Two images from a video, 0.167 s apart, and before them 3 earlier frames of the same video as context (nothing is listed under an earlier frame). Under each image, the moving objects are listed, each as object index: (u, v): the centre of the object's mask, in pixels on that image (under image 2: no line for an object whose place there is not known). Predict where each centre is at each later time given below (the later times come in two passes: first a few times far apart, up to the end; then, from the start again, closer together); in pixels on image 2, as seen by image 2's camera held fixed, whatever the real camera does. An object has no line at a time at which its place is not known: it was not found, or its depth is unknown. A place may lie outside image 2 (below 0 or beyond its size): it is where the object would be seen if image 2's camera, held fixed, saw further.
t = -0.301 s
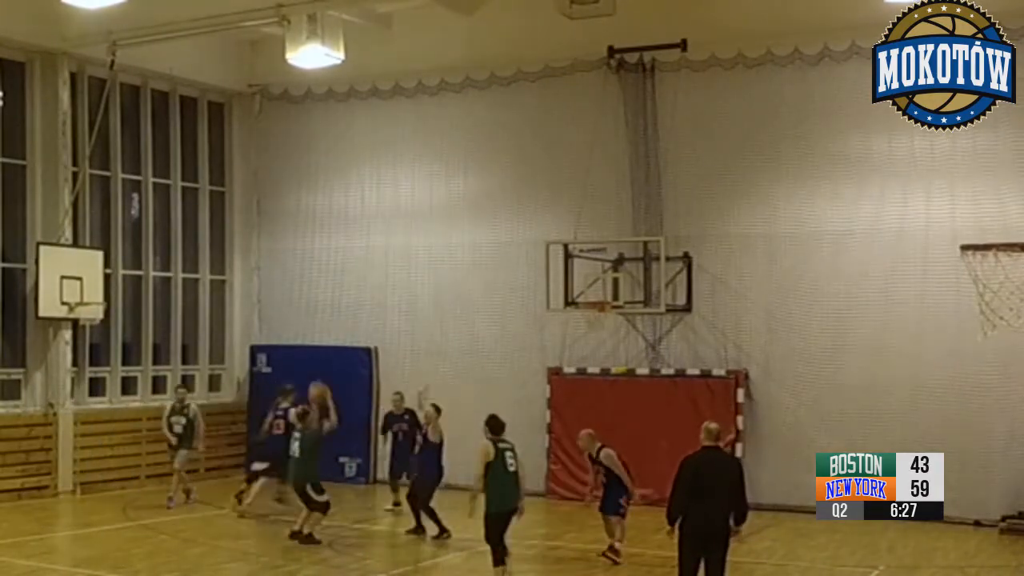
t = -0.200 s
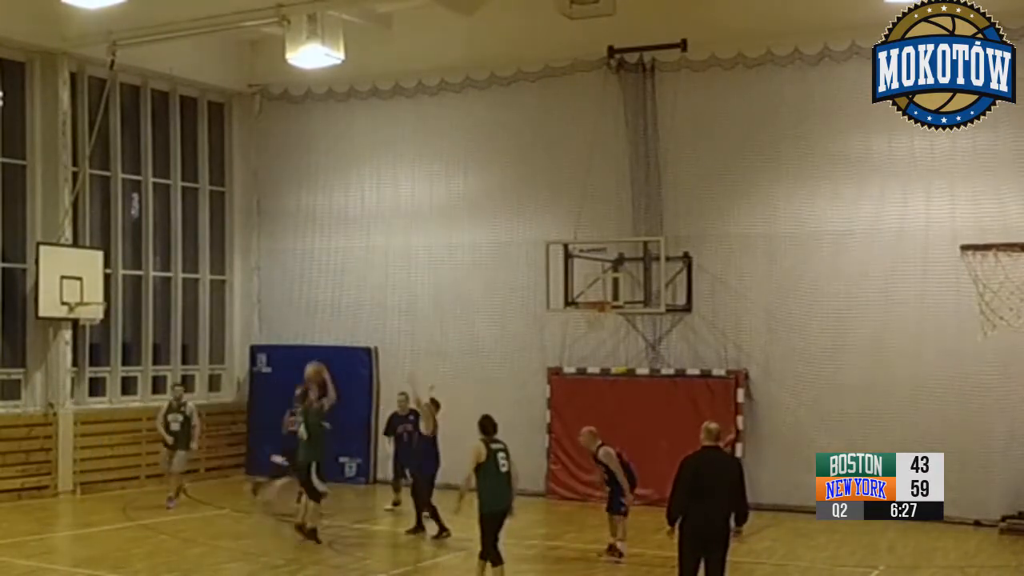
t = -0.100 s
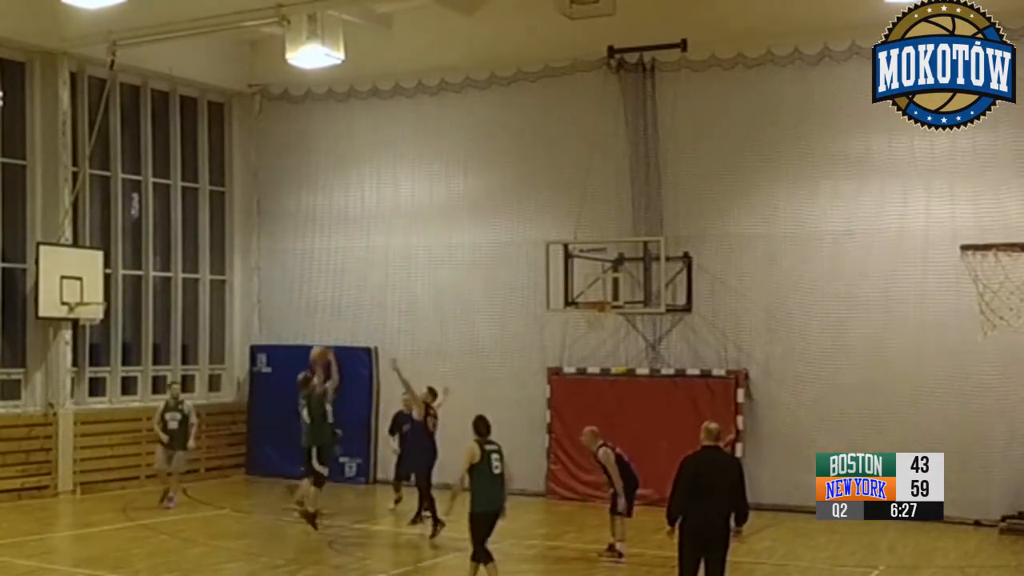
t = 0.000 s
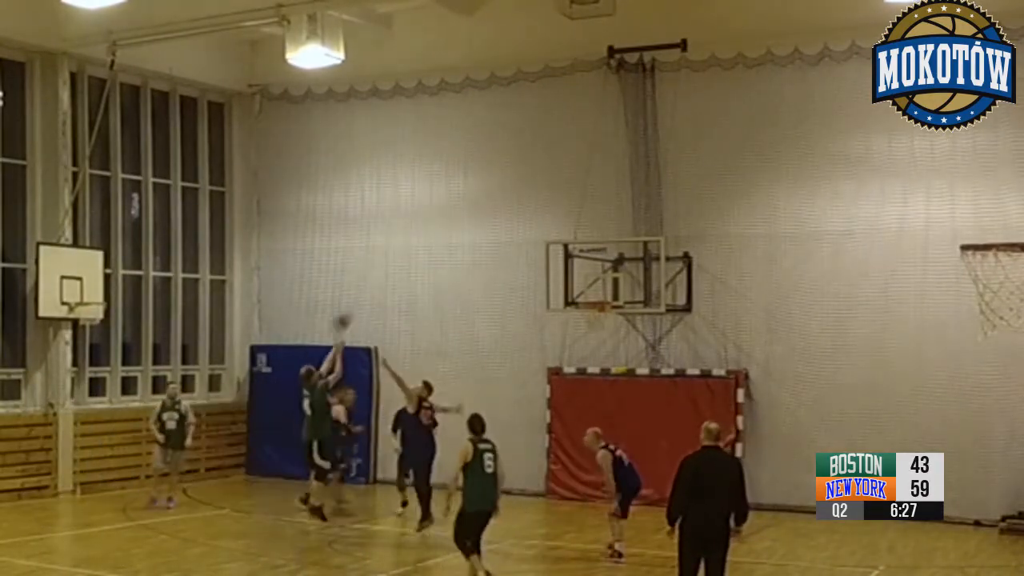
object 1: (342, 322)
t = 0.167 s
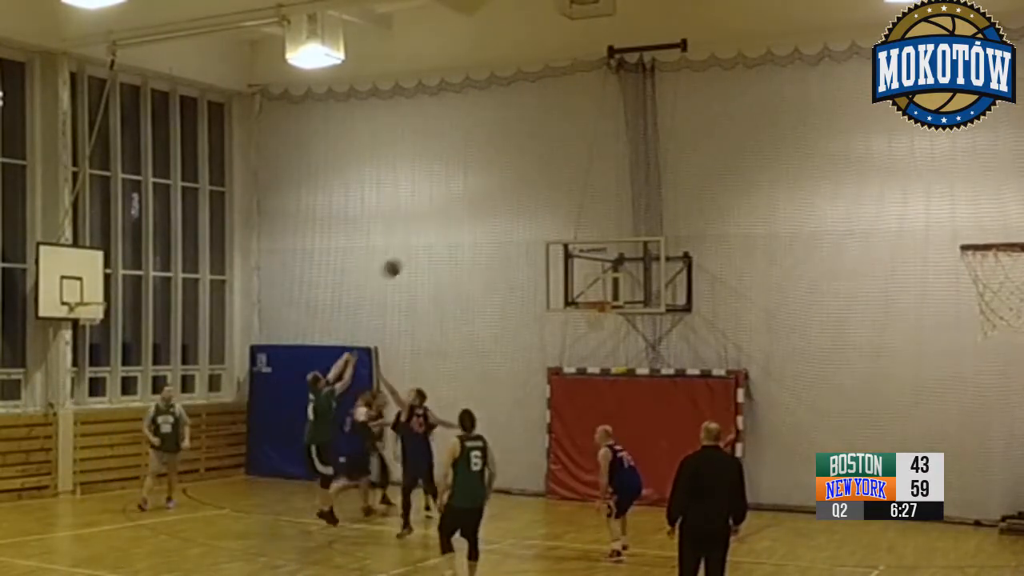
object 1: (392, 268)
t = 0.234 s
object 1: (411, 253)
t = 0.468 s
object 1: (474, 230)
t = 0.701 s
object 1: (532, 246)
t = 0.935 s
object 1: (584, 293)
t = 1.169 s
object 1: (602, 284)
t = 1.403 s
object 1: (606, 294)
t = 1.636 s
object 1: (592, 300)
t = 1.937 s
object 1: (587, 323)
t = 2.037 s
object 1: (591, 340)
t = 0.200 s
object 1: (401, 260)
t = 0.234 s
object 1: (411, 253)
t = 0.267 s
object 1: (420, 247)
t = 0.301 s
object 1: (429, 242)
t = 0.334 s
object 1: (439, 238)
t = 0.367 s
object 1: (448, 235)
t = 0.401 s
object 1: (457, 232)
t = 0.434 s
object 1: (466, 231)
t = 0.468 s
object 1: (474, 230)
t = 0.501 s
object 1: (483, 230)
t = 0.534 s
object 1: (491, 230)
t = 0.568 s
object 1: (499, 232)
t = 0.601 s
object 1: (508, 234)
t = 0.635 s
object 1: (516, 237)
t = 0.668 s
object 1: (524, 241)
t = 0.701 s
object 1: (532, 246)
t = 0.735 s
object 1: (540, 251)
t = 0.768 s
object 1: (547, 257)
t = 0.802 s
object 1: (555, 264)
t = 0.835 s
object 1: (562, 272)
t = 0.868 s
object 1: (570, 277)
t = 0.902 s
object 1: (578, 288)
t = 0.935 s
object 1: (584, 293)
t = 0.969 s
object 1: (586, 291)
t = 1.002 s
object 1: (589, 288)
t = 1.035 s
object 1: (592, 287)
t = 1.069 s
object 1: (594, 286)
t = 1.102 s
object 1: (597, 285)
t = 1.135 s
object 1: (600, 284)
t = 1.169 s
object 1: (602, 284)
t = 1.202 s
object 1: (605, 287)
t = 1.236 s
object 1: (605, 286)
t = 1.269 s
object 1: (605, 287)
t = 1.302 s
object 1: (606, 288)
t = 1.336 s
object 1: (606, 290)
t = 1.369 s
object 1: (606, 293)
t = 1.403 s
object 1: (606, 294)
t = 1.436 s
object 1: (603, 294)
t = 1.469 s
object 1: (600, 294)
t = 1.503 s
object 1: (598, 296)
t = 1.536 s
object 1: (597, 297)
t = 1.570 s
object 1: (595, 299)
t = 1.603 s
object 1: (594, 299)
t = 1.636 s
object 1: (592, 300)
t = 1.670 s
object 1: (590, 300)
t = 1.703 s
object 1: (587, 304)
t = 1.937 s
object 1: (587, 323)
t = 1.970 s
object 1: (588, 328)
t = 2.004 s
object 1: (590, 335)
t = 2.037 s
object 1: (591, 340)
